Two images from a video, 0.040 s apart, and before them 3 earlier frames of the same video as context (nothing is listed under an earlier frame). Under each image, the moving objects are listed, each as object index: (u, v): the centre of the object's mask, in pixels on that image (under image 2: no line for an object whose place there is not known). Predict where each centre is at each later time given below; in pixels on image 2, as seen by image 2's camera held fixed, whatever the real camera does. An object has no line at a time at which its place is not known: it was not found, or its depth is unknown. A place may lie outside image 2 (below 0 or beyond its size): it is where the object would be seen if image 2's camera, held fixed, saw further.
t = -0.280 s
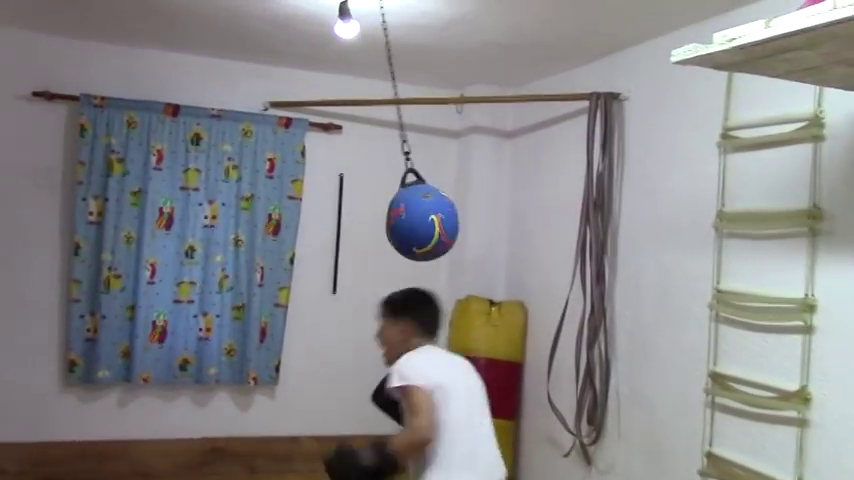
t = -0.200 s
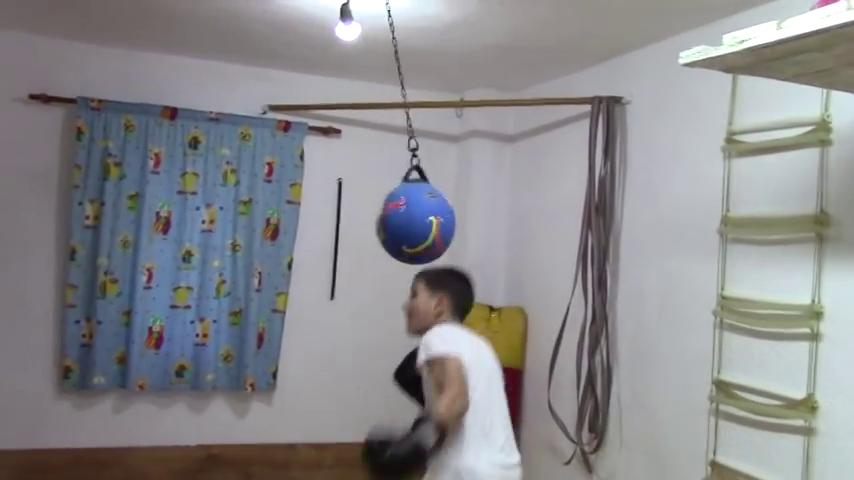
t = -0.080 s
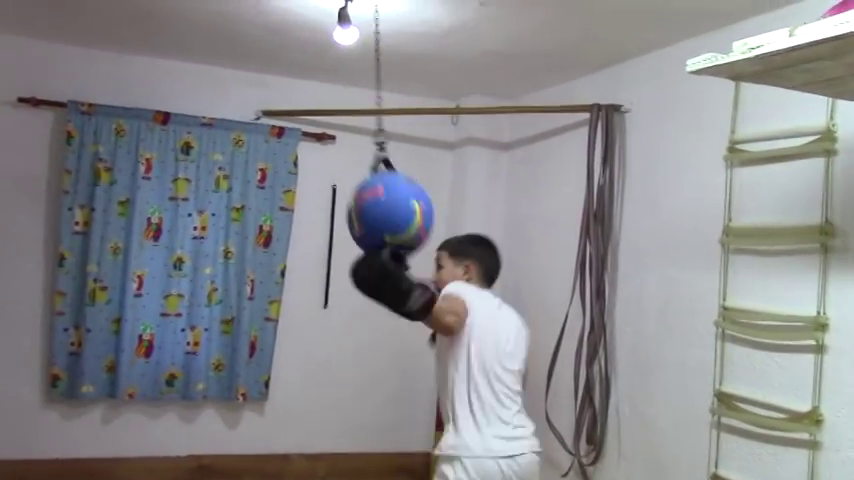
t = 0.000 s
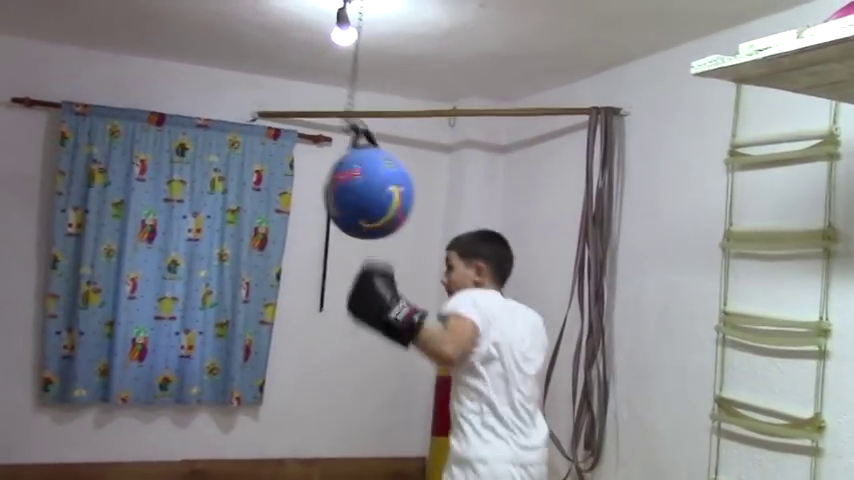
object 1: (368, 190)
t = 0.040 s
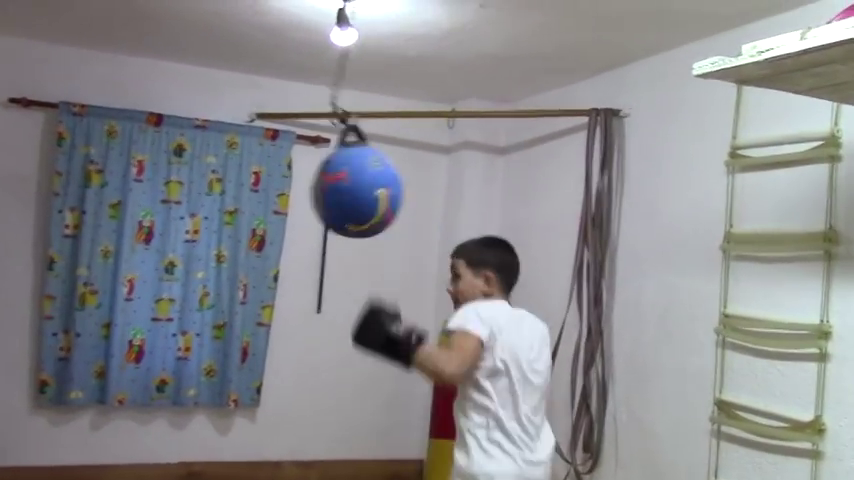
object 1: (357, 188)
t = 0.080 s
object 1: (345, 190)
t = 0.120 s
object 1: (333, 197)
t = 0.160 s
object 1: (322, 204)
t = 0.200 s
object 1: (311, 208)
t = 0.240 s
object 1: (303, 204)
